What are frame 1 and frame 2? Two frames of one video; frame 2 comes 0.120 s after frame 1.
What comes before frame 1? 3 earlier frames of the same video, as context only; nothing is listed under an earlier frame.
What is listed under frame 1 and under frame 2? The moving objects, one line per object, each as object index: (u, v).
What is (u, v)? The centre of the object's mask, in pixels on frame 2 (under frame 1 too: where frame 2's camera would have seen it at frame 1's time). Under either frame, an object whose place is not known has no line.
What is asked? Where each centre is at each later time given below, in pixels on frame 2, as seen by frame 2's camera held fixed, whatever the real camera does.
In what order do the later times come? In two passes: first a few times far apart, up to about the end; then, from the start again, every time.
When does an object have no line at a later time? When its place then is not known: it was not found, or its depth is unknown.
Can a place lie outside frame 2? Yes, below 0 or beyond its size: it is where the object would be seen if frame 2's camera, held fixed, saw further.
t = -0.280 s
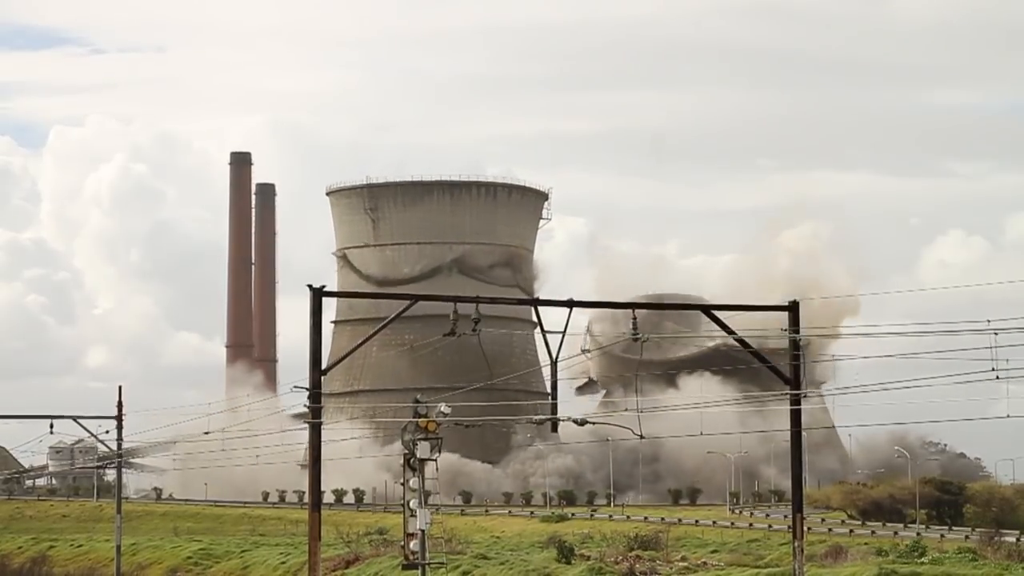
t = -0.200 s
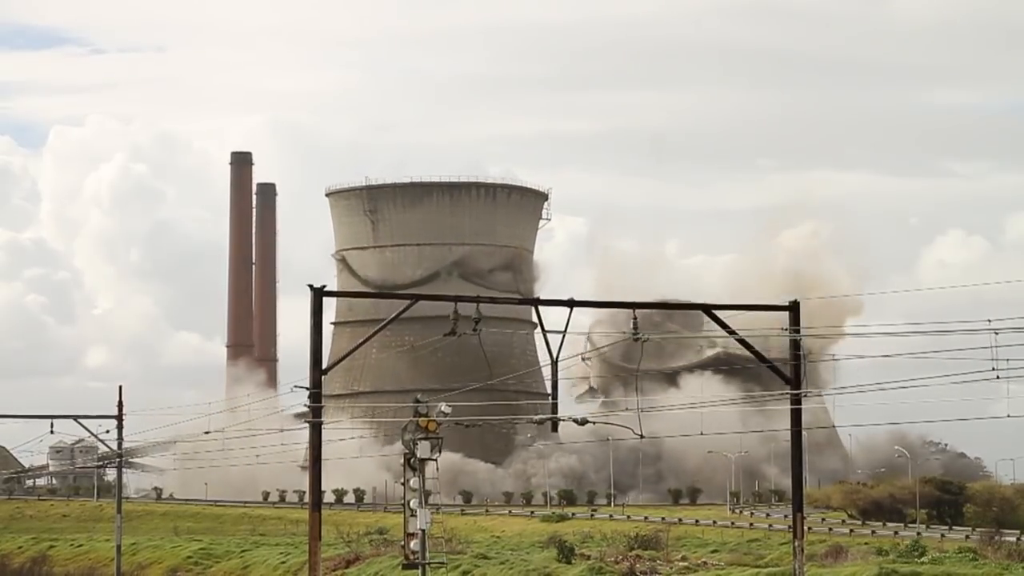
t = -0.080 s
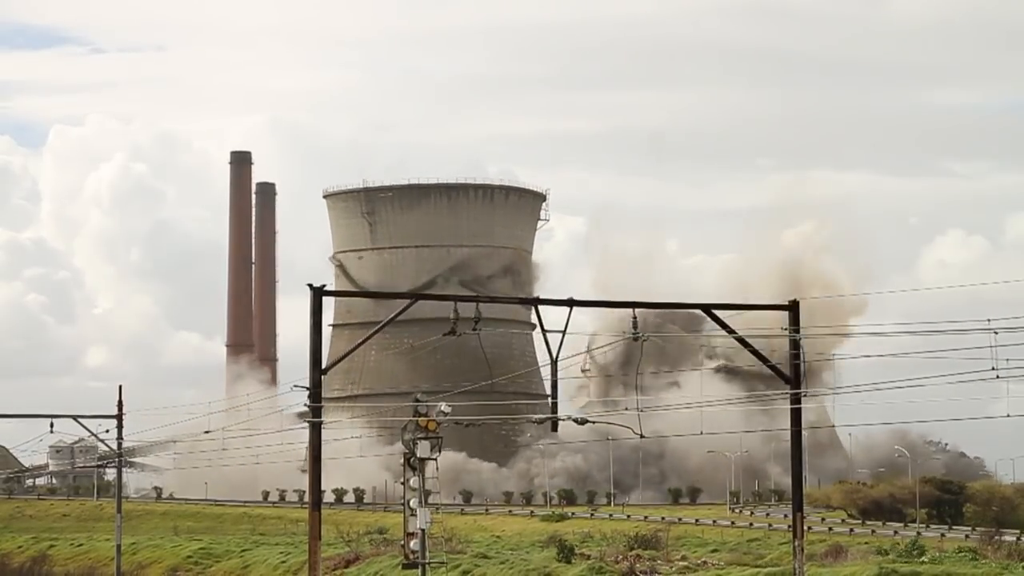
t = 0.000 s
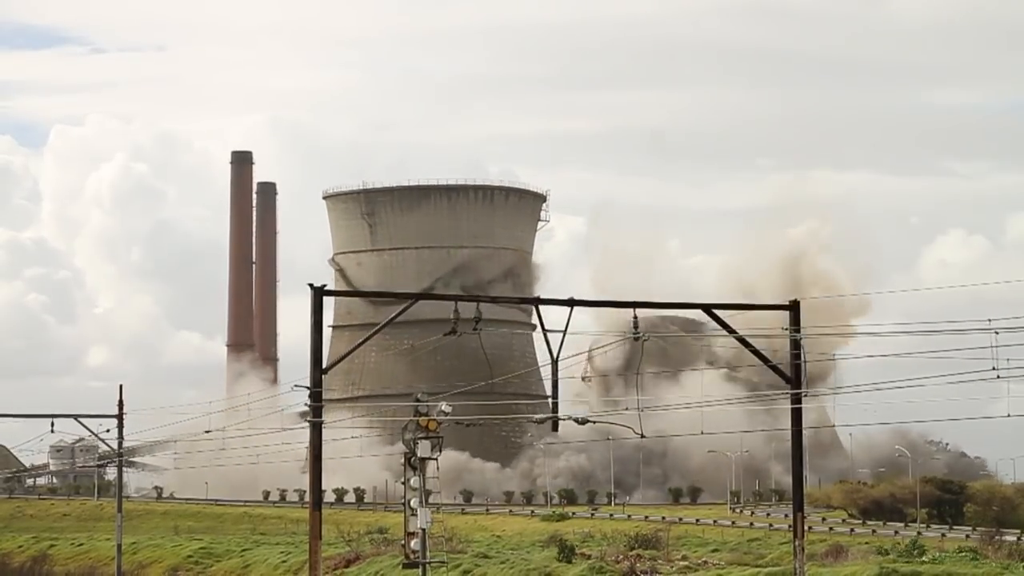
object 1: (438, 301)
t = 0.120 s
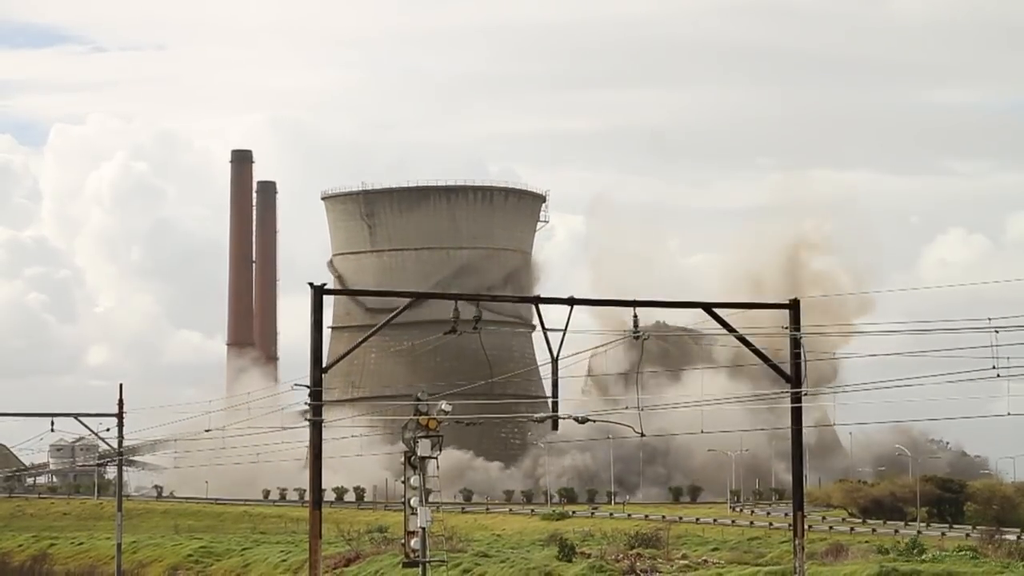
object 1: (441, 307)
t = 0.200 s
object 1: (439, 291)
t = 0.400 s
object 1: (438, 302)
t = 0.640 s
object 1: (438, 302)
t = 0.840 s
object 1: (439, 301)
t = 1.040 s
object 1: (437, 307)
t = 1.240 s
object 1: (438, 306)
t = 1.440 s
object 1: (437, 310)
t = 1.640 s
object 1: (437, 311)
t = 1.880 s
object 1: (435, 314)
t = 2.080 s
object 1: (433, 317)
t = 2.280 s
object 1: (432, 325)
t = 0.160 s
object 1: (440, 291)
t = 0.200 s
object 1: (439, 291)
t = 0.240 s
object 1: (438, 302)
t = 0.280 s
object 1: (438, 301)
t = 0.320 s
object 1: (438, 301)
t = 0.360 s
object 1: (438, 301)
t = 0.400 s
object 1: (438, 302)
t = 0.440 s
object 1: (438, 301)
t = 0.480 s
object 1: (443, 309)
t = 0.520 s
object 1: (442, 311)
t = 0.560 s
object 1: (438, 301)
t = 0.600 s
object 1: (443, 312)
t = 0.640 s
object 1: (438, 302)
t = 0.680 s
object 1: (438, 303)
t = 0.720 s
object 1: (439, 303)
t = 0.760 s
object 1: (439, 302)
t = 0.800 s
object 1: (439, 301)
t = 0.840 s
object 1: (439, 301)
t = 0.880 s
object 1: (438, 304)
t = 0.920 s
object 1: (438, 304)
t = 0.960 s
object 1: (438, 305)
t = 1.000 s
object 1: (438, 305)
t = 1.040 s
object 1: (437, 307)
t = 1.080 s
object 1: (438, 305)
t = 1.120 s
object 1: (438, 306)
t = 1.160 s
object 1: (438, 306)
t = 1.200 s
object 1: (438, 306)
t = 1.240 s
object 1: (438, 306)
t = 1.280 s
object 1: (436, 310)
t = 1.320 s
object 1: (437, 307)
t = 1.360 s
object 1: (437, 308)
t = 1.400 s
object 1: (437, 310)
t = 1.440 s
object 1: (437, 310)
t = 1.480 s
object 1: (437, 309)
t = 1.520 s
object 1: (437, 309)
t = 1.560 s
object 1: (437, 310)
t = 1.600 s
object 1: (436, 311)
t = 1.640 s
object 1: (437, 311)
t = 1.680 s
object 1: (435, 314)
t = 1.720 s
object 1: (436, 313)
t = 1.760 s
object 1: (436, 313)
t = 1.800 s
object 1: (435, 315)
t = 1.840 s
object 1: (436, 313)
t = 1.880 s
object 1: (435, 314)
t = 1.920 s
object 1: (435, 315)
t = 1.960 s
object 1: (434, 315)
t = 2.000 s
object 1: (434, 316)
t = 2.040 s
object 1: (434, 317)
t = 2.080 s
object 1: (433, 317)
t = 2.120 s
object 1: (434, 318)
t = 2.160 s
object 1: (433, 319)
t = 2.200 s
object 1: (433, 320)
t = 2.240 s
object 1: (434, 321)
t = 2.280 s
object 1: (432, 325)
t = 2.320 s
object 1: (433, 326)
